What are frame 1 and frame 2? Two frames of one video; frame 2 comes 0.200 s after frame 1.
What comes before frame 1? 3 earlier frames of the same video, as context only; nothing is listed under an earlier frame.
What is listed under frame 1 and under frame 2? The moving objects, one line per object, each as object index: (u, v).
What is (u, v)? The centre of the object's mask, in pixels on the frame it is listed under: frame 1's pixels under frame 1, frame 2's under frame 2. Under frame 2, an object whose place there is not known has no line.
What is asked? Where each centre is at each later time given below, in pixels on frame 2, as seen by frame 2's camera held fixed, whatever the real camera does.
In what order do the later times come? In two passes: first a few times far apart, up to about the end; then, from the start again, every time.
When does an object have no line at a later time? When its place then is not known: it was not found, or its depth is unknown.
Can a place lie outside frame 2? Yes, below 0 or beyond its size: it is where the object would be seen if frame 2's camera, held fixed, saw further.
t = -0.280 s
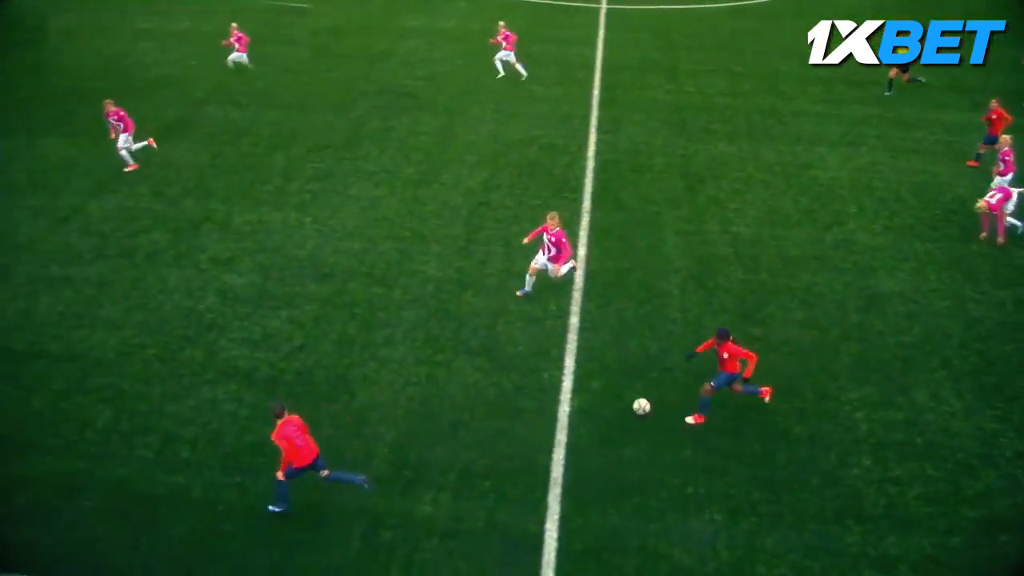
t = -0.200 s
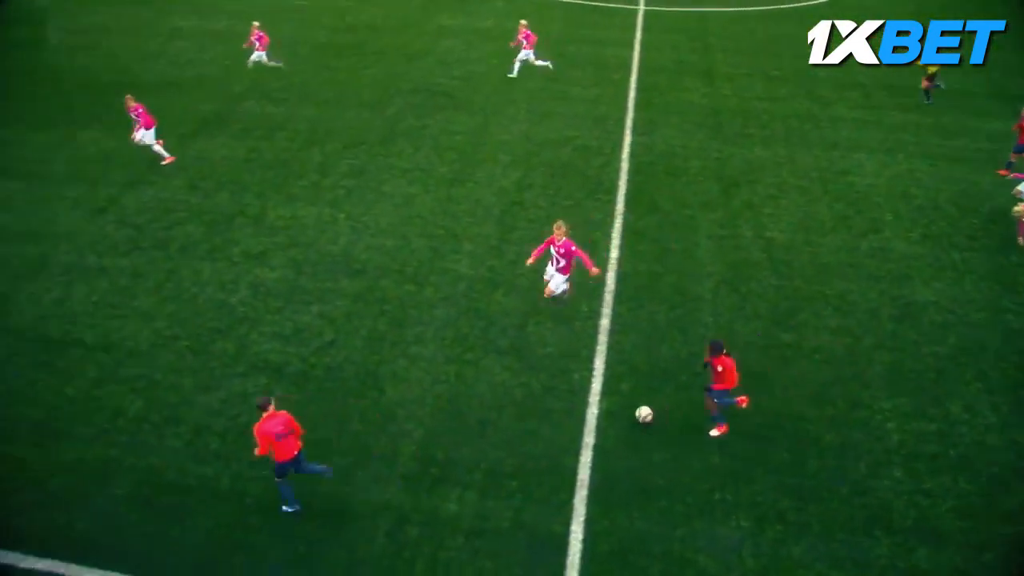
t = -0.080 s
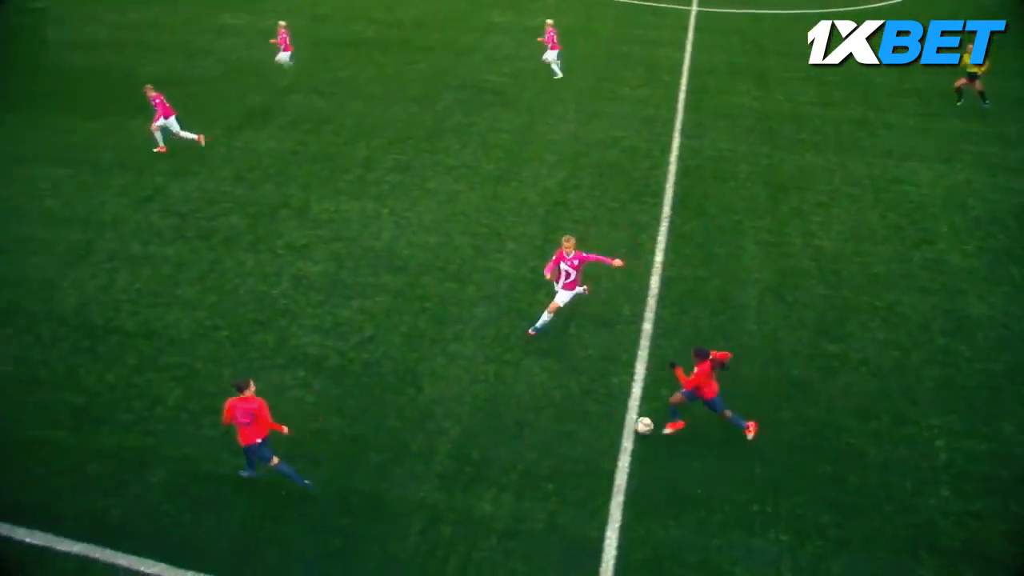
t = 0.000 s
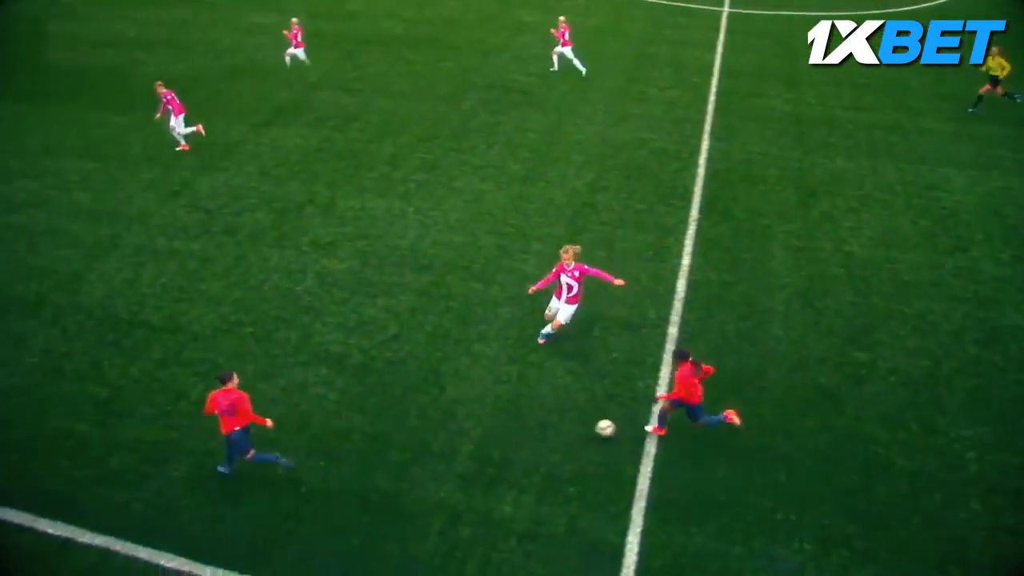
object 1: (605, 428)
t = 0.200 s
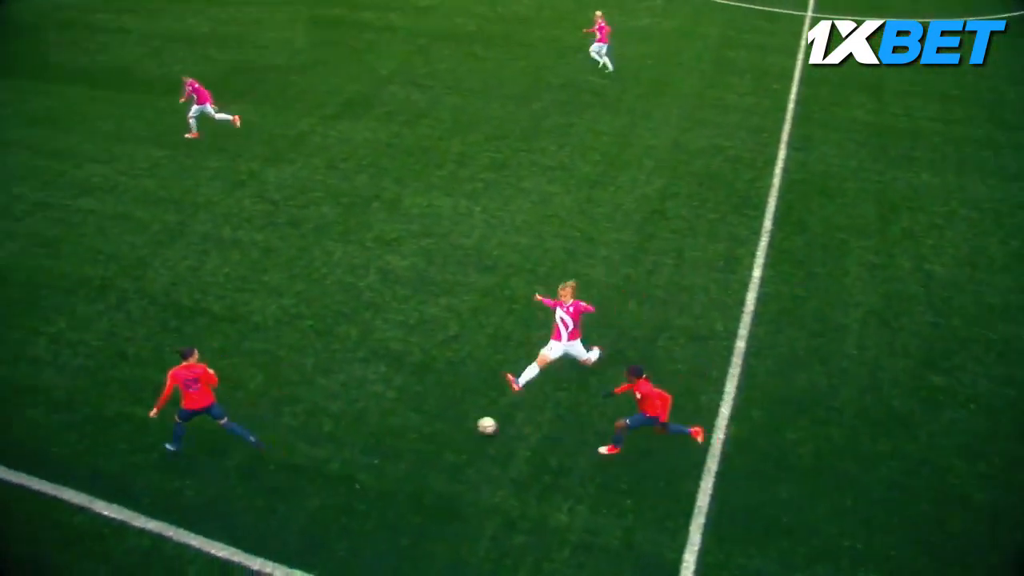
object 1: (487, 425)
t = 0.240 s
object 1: (455, 423)
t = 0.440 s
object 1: (311, 411)
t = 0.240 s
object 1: (455, 423)
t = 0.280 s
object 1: (423, 421)
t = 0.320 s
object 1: (395, 418)
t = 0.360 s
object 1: (366, 415)
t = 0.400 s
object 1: (339, 412)
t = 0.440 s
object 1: (311, 411)
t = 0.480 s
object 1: (286, 409)
